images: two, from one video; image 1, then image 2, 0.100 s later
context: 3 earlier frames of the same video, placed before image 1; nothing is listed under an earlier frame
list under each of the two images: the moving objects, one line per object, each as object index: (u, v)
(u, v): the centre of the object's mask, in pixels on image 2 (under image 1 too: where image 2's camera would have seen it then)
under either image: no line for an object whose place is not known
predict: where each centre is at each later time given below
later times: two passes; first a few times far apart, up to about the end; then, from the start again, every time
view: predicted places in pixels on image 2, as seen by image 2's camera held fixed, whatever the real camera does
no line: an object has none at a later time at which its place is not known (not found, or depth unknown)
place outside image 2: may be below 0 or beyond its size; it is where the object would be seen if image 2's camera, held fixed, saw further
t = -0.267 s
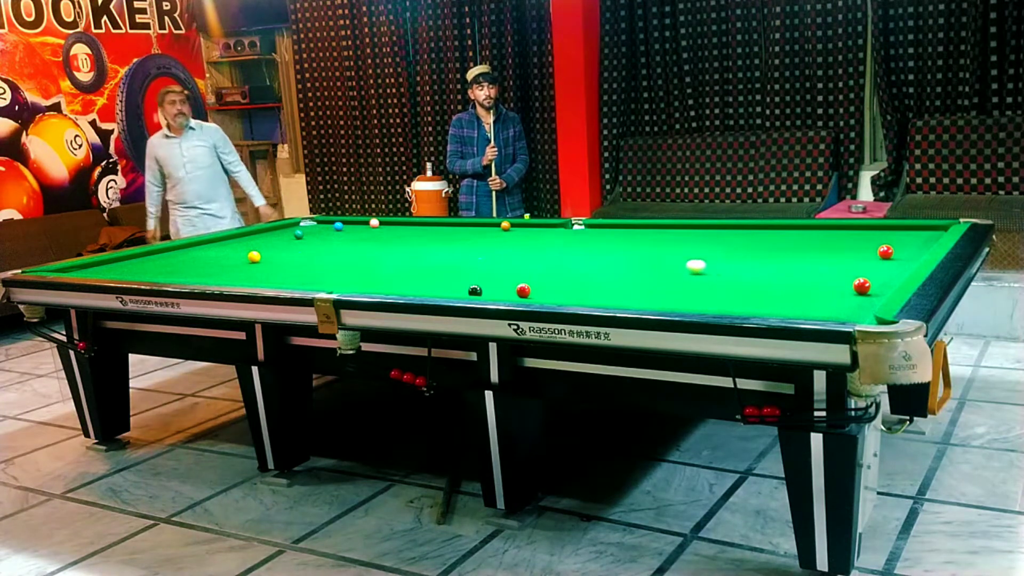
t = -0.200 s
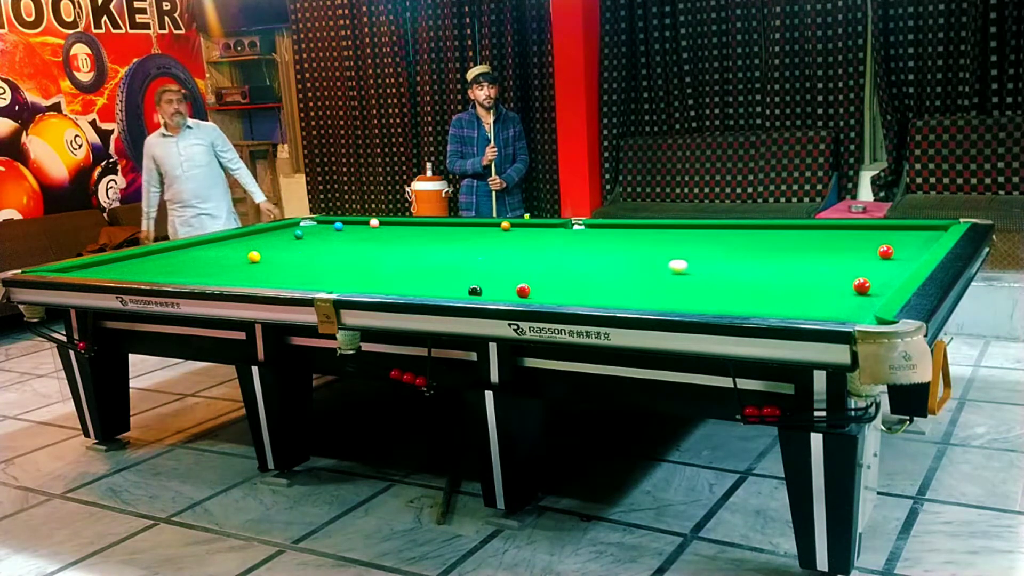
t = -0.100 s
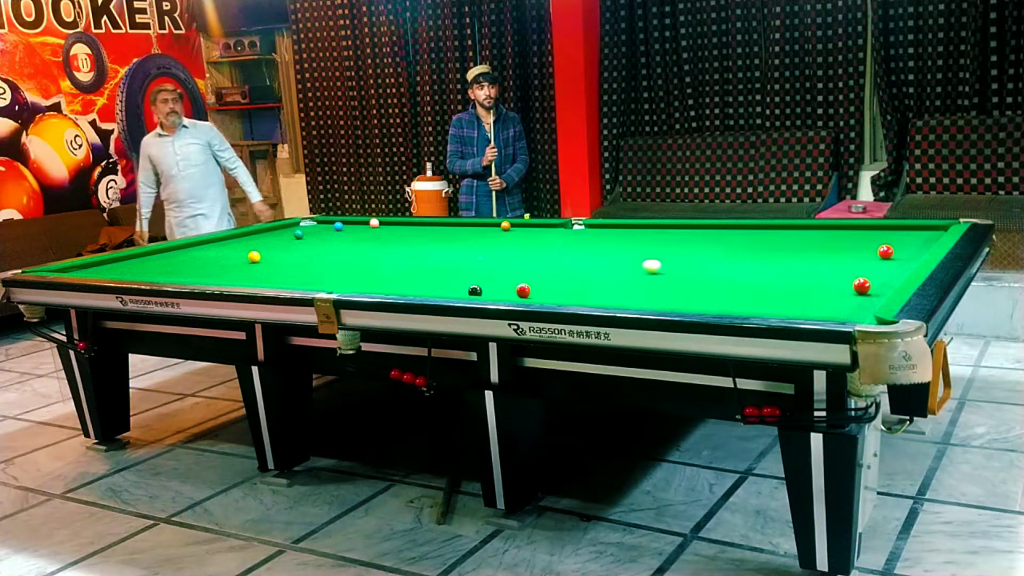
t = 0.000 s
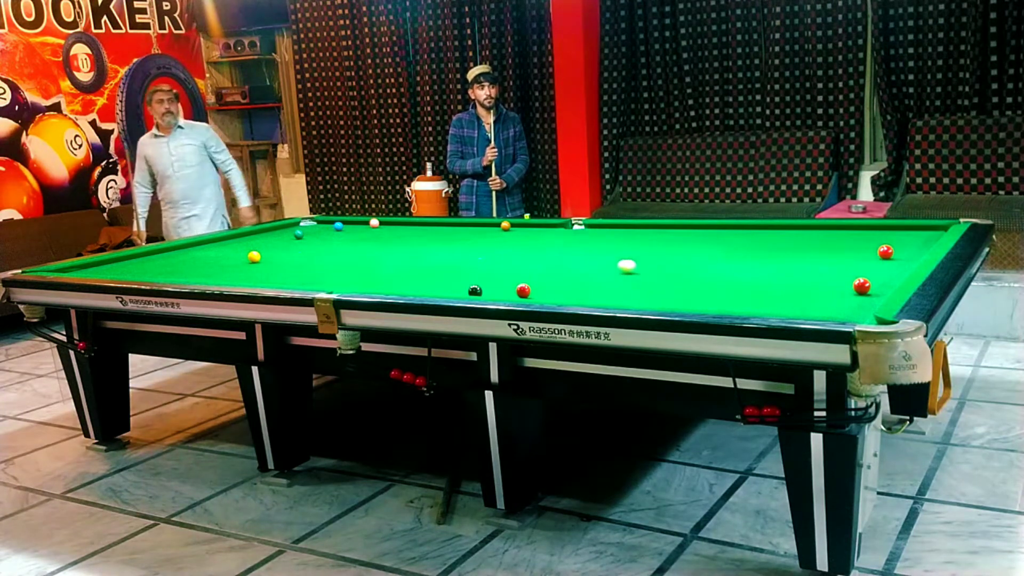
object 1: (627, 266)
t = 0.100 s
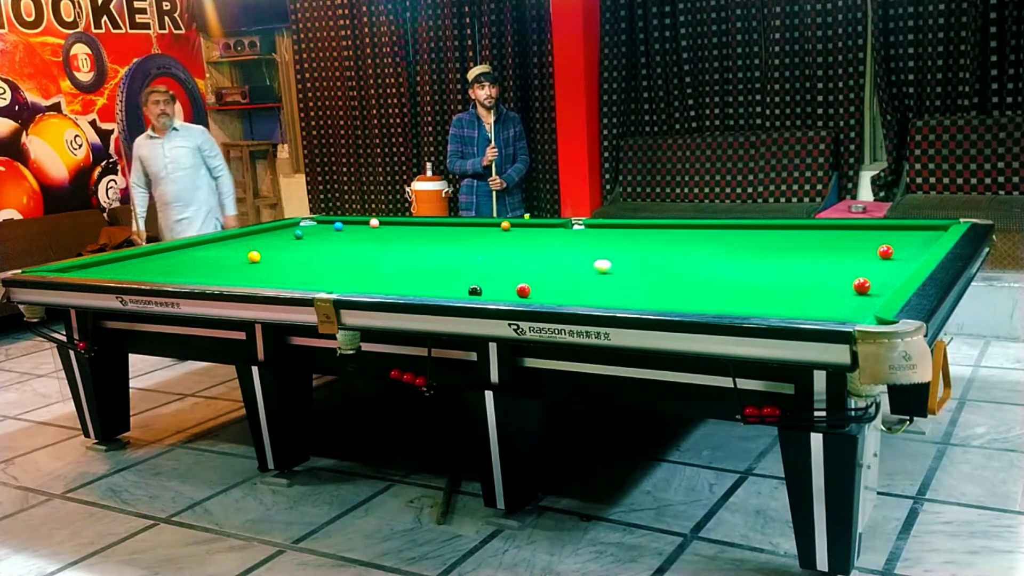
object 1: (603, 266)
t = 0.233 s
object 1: (572, 266)
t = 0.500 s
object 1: (514, 265)
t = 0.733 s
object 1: (468, 265)
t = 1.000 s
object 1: (419, 265)
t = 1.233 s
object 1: (379, 265)
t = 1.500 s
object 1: (337, 265)
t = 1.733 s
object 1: (303, 264)
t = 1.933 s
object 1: (275, 264)
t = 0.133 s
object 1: (595, 266)
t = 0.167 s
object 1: (587, 266)
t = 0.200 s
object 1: (579, 266)
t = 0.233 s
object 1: (572, 266)
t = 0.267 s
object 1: (564, 266)
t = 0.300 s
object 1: (557, 266)
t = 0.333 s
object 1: (550, 265)
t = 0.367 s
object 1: (542, 265)
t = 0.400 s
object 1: (535, 265)
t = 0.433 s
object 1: (528, 265)
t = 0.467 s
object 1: (521, 266)
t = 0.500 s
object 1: (514, 265)
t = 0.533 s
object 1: (507, 265)
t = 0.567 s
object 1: (501, 265)
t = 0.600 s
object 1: (494, 265)
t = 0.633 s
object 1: (487, 265)
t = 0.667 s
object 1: (481, 265)
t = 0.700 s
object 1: (474, 265)
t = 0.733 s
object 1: (468, 265)
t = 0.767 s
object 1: (462, 265)
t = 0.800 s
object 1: (455, 265)
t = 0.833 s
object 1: (449, 265)
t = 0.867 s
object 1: (443, 265)
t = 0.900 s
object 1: (437, 265)
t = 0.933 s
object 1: (431, 265)
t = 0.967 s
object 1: (425, 265)
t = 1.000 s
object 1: (419, 265)
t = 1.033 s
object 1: (413, 265)
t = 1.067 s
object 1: (407, 265)
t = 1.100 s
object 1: (402, 265)
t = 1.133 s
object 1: (396, 265)
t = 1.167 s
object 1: (390, 265)
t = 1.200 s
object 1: (385, 265)
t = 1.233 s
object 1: (379, 265)
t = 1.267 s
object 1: (374, 265)
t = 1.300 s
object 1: (368, 265)
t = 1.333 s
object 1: (363, 265)
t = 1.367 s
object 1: (358, 265)
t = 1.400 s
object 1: (353, 265)
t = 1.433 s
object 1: (347, 265)
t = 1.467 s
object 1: (342, 265)
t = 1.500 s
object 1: (337, 265)
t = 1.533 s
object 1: (332, 265)
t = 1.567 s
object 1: (327, 265)
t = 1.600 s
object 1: (322, 264)
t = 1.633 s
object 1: (317, 264)
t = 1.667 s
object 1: (312, 264)
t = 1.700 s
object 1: (307, 264)
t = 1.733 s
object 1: (303, 264)
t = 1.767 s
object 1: (298, 264)
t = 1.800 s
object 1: (293, 264)
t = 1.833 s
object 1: (289, 264)
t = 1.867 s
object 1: (284, 264)
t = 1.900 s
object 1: (280, 264)
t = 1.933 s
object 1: (275, 264)
